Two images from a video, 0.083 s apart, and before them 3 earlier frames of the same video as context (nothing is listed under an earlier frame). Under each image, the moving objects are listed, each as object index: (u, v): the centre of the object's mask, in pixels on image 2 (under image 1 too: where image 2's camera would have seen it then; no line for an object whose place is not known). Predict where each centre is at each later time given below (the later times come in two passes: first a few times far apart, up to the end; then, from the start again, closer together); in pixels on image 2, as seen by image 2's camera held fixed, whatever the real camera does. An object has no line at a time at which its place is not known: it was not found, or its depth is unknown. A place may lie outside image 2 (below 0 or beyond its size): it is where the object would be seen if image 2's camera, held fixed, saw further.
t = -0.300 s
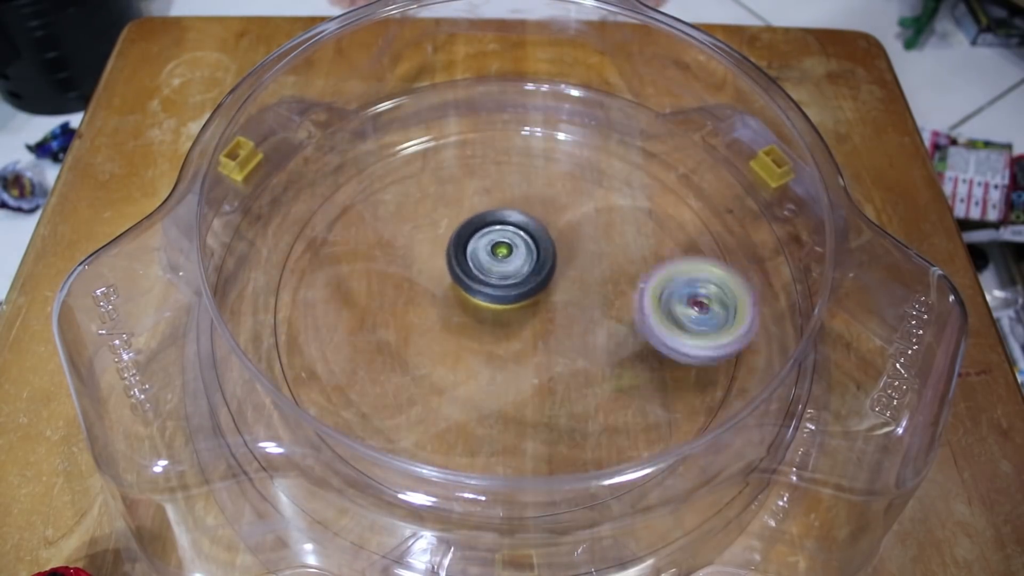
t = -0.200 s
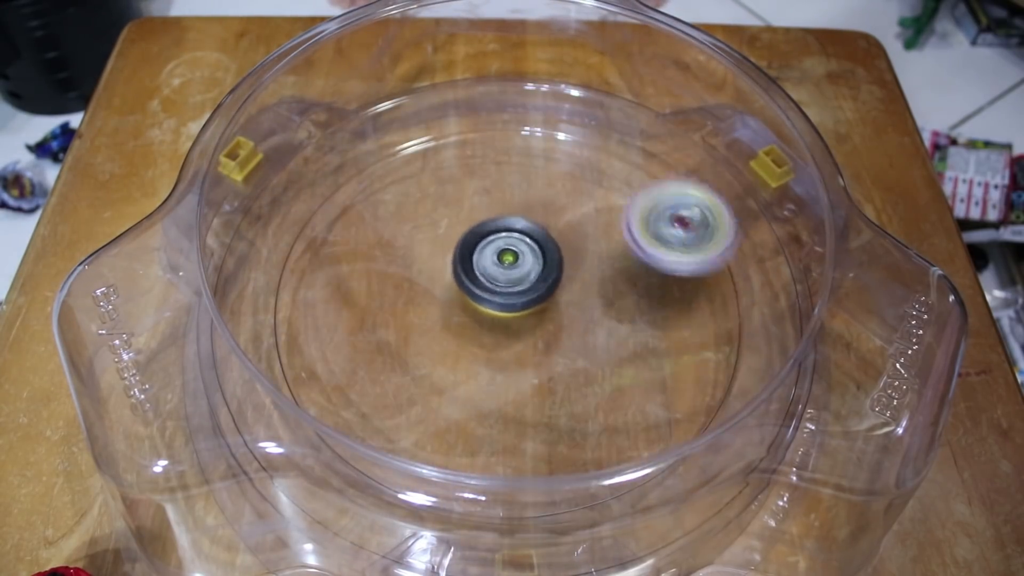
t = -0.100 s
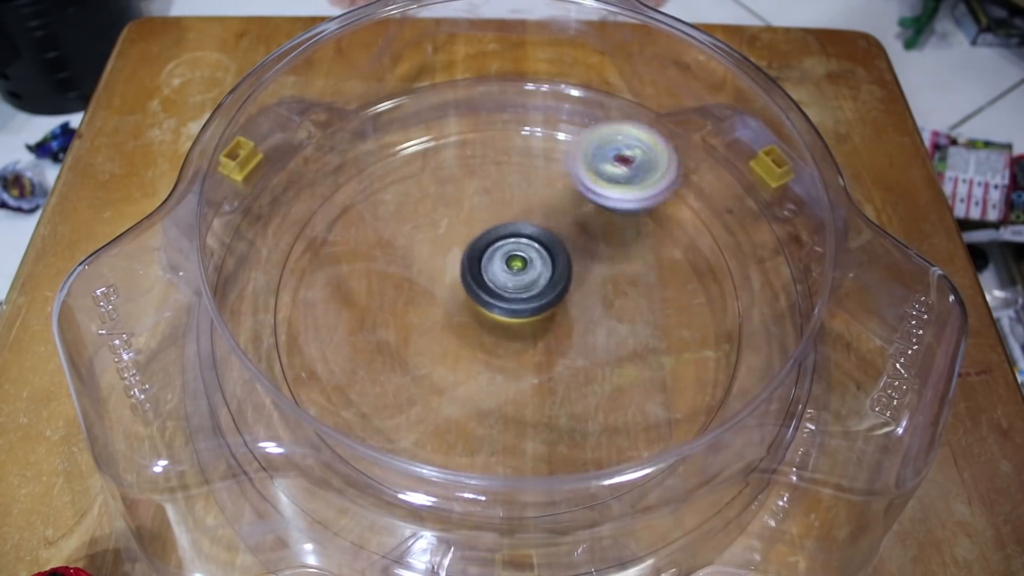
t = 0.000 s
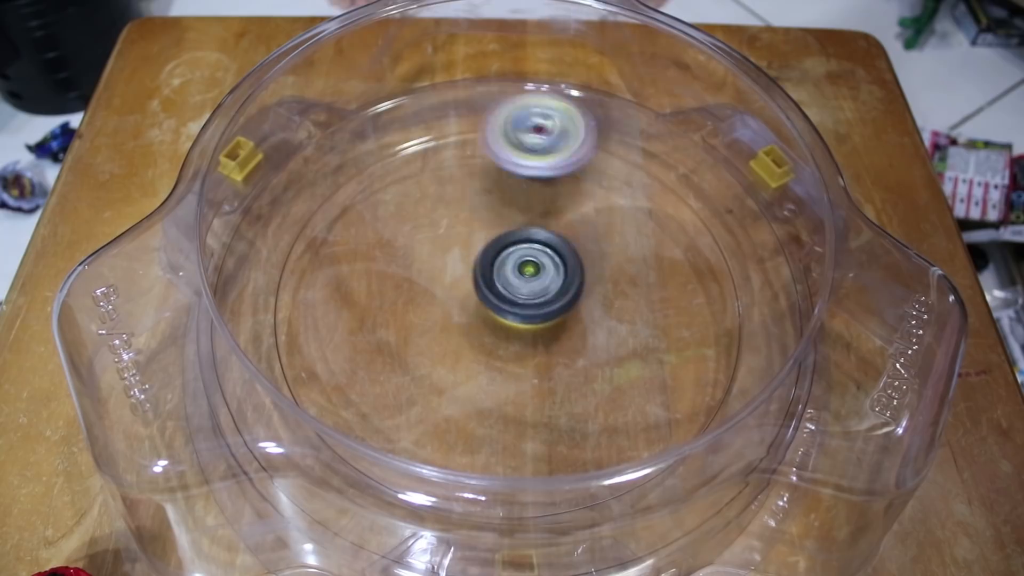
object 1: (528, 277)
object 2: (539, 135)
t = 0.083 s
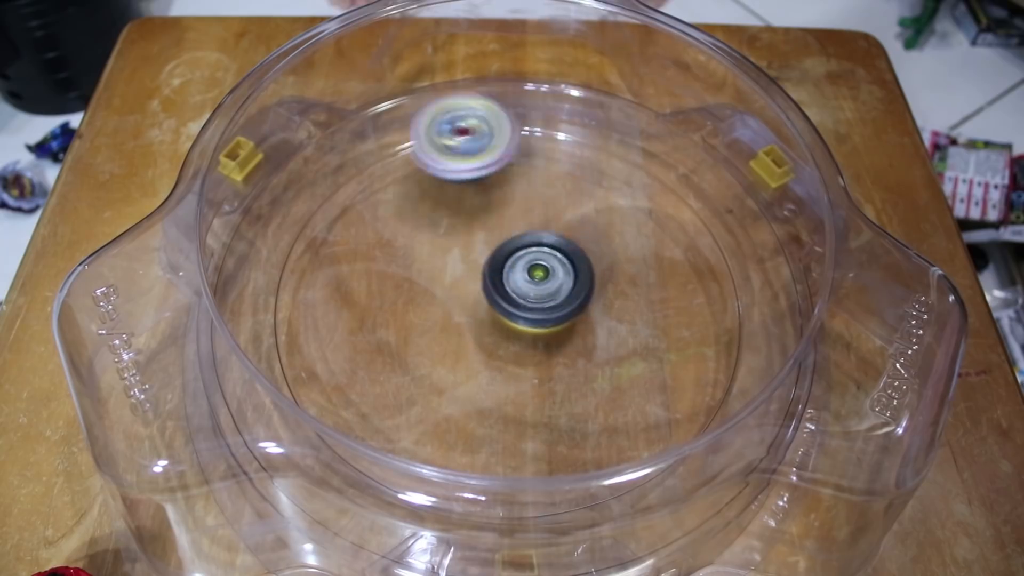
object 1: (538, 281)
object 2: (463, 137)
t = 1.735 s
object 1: (520, 295)
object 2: (419, 411)
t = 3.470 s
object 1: (547, 277)
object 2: (660, 226)
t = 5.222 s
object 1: (512, 255)
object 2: (383, 230)
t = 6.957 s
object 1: (517, 299)
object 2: (510, 400)
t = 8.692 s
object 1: (602, 373)
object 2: (494, 228)
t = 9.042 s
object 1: (602, 315)
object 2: (505, 241)
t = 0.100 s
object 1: (540, 281)
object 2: (448, 141)
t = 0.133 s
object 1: (543, 282)
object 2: (421, 151)
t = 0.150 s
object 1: (544, 282)
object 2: (408, 157)
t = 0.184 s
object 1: (547, 283)
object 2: (385, 173)
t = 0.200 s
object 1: (549, 283)
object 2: (373, 183)
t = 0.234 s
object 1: (551, 283)
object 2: (357, 204)
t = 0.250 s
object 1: (552, 283)
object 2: (348, 215)
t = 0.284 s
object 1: (554, 283)
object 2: (340, 239)
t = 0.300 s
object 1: (554, 282)
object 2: (338, 250)
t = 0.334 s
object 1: (555, 282)
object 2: (337, 276)
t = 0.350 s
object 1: (556, 281)
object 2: (340, 287)
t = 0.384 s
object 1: (557, 281)
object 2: (345, 311)
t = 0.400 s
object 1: (557, 281)
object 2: (351, 323)
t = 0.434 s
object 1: (556, 280)
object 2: (361, 347)
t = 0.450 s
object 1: (556, 280)
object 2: (367, 359)
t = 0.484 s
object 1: (555, 279)
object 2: (383, 383)
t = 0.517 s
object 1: (554, 279)
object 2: (404, 401)
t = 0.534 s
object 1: (553, 279)
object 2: (418, 410)
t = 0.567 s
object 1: (550, 278)
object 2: (450, 422)
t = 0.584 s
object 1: (549, 278)
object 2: (467, 426)
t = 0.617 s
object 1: (546, 279)
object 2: (504, 431)
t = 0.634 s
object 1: (545, 279)
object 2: (523, 438)
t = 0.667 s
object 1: (542, 281)
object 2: (560, 430)
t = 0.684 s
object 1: (540, 282)
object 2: (577, 427)
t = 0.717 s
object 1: (538, 284)
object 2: (612, 418)
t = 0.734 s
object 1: (536, 285)
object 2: (627, 411)
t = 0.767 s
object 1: (534, 287)
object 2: (656, 395)
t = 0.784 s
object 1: (533, 289)
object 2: (666, 383)
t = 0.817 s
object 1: (530, 291)
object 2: (684, 360)
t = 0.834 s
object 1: (529, 293)
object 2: (690, 346)
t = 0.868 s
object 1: (527, 297)
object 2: (700, 320)
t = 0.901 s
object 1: (526, 301)
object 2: (702, 293)
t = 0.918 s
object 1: (524, 303)
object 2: (701, 280)
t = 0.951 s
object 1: (523, 306)
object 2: (694, 255)
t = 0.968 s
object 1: (522, 307)
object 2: (690, 242)
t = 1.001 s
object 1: (520, 311)
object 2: (676, 220)
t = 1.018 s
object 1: (520, 312)
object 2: (669, 209)
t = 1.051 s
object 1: (519, 314)
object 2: (649, 190)
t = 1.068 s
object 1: (519, 316)
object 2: (639, 181)
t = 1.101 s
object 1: (520, 318)
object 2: (615, 168)
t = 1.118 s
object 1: (520, 319)
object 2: (603, 161)
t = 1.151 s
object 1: (521, 322)
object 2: (574, 152)
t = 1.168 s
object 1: (521, 322)
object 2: (560, 148)
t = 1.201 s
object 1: (523, 323)
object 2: (529, 145)
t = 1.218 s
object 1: (523, 324)
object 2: (516, 144)
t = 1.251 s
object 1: (524, 324)
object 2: (486, 147)
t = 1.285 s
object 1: (526, 324)
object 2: (459, 153)
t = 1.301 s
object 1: (526, 324)
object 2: (446, 157)
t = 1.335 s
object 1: (528, 323)
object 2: (419, 168)
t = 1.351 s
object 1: (529, 323)
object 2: (407, 175)
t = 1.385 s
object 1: (530, 321)
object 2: (385, 192)
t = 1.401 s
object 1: (530, 320)
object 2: (376, 200)
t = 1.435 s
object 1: (531, 318)
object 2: (360, 220)
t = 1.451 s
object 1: (531, 317)
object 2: (354, 231)
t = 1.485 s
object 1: (531, 314)
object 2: (348, 253)
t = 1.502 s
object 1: (531, 313)
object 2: (347, 265)
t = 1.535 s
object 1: (531, 310)
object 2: (347, 287)
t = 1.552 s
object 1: (530, 309)
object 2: (349, 299)
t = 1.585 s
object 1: (529, 306)
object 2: (354, 320)
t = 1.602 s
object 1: (528, 305)
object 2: (357, 332)
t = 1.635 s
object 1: (527, 302)
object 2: (365, 353)
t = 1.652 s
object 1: (526, 301)
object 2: (371, 366)
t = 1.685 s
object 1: (523, 298)
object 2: (384, 386)
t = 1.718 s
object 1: (521, 296)
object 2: (407, 405)
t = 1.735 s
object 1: (520, 295)
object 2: (419, 411)
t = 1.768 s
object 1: (518, 293)
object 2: (447, 423)
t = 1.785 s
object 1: (517, 292)
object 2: (464, 426)
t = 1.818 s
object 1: (515, 291)
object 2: (497, 431)
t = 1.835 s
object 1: (515, 289)
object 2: (514, 432)
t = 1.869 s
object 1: (514, 287)
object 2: (548, 431)
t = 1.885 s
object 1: (513, 286)
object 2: (565, 428)
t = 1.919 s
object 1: (513, 283)
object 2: (597, 420)
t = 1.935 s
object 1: (512, 282)
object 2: (610, 415)
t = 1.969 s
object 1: (512, 279)
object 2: (636, 400)
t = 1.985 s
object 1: (512, 278)
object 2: (647, 391)
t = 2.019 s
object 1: (512, 275)
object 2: (665, 368)
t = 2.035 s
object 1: (512, 273)
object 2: (671, 357)
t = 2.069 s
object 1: (512, 271)
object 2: (680, 331)
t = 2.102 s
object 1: (512, 268)
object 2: (684, 306)
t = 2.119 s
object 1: (512, 267)
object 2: (683, 294)
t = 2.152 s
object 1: (511, 264)
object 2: (681, 271)
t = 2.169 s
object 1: (511, 263)
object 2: (676, 259)
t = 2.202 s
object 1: (510, 261)
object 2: (667, 236)
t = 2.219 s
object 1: (509, 260)
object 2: (660, 227)
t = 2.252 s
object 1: (507, 258)
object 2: (644, 206)
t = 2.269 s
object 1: (506, 258)
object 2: (635, 198)
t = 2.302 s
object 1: (505, 256)
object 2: (616, 181)
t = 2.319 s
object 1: (504, 256)
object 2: (604, 175)
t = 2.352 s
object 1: (502, 255)
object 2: (580, 163)
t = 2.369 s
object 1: (501, 255)
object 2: (567, 159)
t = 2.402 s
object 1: (500, 255)
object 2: (539, 152)
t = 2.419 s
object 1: (499, 255)
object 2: (526, 150)
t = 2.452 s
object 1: (497, 256)
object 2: (498, 150)
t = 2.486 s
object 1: (497, 257)
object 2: (473, 152)
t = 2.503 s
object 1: (497, 258)
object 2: (460, 155)
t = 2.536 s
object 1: (497, 260)
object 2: (436, 162)
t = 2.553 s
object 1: (497, 261)
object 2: (423, 168)
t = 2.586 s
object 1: (497, 263)
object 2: (401, 179)
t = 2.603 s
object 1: (498, 264)
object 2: (392, 187)
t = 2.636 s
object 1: (500, 267)
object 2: (374, 202)
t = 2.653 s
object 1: (500, 268)
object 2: (368, 212)
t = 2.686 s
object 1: (502, 269)
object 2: (356, 230)
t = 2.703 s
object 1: (504, 270)
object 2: (354, 241)
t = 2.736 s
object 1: (507, 272)
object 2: (351, 261)
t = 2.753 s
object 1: (509, 273)
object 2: (353, 272)
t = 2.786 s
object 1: (512, 274)
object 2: (356, 292)
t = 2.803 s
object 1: (514, 275)
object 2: (359, 302)
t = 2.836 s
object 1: (517, 276)
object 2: (365, 323)
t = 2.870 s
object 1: (521, 277)
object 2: (376, 344)
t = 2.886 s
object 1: (523, 277)
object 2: (383, 355)
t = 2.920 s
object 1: (526, 279)
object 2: (396, 375)
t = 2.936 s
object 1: (528, 279)
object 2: (406, 385)
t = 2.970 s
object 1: (532, 280)
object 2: (426, 401)
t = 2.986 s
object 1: (534, 281)
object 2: (440, 407)
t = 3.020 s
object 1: (537, 282)
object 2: (467, 416)
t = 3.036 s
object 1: (539, 282)
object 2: (483, 417)
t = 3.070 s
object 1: (541, 282)
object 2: (513, 422)
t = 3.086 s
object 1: (542, 283)
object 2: (528, 421)
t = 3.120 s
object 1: (545, 283)
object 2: (559, 419)
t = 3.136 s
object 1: (546, 283)
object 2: (572, 415)
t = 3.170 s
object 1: (548, 283)
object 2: (601, 405)
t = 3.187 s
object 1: (549, 282)
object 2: (613, 398)
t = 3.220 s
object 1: (550, 282)
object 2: (636, 381)
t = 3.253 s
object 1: (552, 281)
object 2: (654, 362)
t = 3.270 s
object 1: (552, 281)
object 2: (660, 352)
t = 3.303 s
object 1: (553, 280)
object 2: (670, 330)
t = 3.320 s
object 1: (553, 280)
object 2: (674, 321)
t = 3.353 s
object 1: (553, 279)
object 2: (678, 298)
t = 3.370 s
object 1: (553, 279)
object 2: (679, 287)
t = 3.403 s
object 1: (552, 278)
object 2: (676, 267)
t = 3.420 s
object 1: (551, 277)
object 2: (673, 255)
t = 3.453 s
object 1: (549, 277)
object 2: (665, 235)
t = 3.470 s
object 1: (547, 277)
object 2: (660, 226)
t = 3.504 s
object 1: (545, 277)
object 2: (646, 208)
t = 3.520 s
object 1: (543, 278)
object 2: (638, 200)
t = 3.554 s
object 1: (541, 279)
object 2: (620, 185)
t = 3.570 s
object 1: (540, 279)
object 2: (610, 179)
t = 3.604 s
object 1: (538, 281)
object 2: (588, 169)
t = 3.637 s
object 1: (536, 282)
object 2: (565, 162)
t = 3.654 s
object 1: (534, 283)
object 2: (551, 159)
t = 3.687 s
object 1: (533, 285)
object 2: (526, 157)
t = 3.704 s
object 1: (531, 286)
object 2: (514, 157)
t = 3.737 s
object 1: (529, 289)
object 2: (490, 159)
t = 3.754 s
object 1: (528, 290)
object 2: (479, 163)
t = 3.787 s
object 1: (526, 293)
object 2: (457, 169)
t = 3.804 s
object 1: (525, 295)
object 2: (446, 174)
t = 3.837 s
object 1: (523, 298)
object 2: (424, 184)
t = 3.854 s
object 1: (522, 300)
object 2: (416, 190)
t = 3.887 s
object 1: (520, 303)
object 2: (397, 206)
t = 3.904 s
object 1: (520, 304)
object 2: (391, 212)
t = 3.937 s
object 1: (518, 307)
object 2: (380, 231)
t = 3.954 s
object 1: (517, 308)
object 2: (375, 239)
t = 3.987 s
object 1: (517, 311)
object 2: (374, 259)
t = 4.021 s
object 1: (516, 314)
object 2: (374, 279)
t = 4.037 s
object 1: (516, 315)
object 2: (375, 288)
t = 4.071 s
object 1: (516, 317)
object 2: (380, 309)
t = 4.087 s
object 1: (517, 318)
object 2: (382, 318)
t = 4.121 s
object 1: (517, 320)
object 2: (391, 339)
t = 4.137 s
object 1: (518, 320)
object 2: (395, 349)
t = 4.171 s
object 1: (519, 321)
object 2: (406, 368)
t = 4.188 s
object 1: (520, 322)
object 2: (414, 379)
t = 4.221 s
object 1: (522, 322)
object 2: (431, 396)
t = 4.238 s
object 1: (523, 322)
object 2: (443, 403)
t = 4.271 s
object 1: (525, 321)
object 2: (469, 413)
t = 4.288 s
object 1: (526, 320)
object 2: (482, 417)
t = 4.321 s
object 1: (528, 319)
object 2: (508, 420)
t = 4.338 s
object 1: (528, 318)
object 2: (521, 420)
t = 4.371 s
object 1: (529, 316)
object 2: (550, 419)
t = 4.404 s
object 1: (530, 315)
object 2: (575, 414)
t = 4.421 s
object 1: (531, 314)
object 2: (587, 408)
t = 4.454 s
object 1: (532, 313)
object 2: (611, 396)
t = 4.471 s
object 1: (532, 312)
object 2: (620, 389)
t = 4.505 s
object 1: (533, 309)
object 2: (637, 373)
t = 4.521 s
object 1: (533, 308)
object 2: (645, 365)
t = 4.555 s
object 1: (533, 305)
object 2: (655, 345)
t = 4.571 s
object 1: (533, 304)
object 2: (661, 336)
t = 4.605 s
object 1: (532, 301)
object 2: (665, 317)
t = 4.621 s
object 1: (532, 299)
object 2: (667, 306)
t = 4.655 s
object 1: (531, 297)
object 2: (666, 286)
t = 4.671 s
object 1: (531, 295)
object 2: (664, 276)
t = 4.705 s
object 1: (530, 293)
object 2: (658, 257)
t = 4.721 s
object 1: (529, 291)
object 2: (653, 248)
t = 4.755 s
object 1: (529, 289)
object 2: (642, 230)
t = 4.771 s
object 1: (528, 288)
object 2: (636, 223)
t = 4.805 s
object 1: (527, 285)
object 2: (621, 208)
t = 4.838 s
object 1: (527, 282)
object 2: (604, 195)
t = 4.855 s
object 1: (527, 281)
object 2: (596, 191)
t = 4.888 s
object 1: (526, 278)
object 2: (575, 182)
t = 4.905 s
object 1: (526, 276)
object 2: (565, 177)
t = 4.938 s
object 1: (525, 273)
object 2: (543, 172)
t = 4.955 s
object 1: (525, 272)
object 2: (532, 170)
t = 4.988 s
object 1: (525, 269)
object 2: (510, 169)
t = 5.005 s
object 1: (524, 268)
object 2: (498, 170)
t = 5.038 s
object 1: (523, 265)
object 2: (476, 172)
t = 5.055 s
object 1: (522, 264)
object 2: (466, 175)
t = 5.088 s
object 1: (521, 262)
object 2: (446, 181)
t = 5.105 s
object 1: (520, 260)
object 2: (436, 185)
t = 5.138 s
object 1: (518, 258)
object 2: (416, 196)
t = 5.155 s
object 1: (516, 257)
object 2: (408, 200)
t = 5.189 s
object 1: (514, 256)
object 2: (395, 215)
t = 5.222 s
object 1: (512, 255)
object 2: (383, 230)
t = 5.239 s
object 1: (511, 254)
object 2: (381, 236)
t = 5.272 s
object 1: (509, 253)
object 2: (378, 255)
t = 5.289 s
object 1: (508, 253)
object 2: (376, 262)
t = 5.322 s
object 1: (506, 253)
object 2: (379, 279)
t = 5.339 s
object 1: (504, 254)
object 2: (381, 289)
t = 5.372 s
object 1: (503, 255)
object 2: (385, 306)
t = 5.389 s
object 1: (502, 255)
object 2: (389, 315)
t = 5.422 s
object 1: (501, 257)
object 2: (397, 332)
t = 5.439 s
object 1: (500, 258)
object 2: (404, 341)
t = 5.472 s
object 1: (500, 260)
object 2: (413, 359)
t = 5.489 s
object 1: (500, 261)
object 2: (418, 365)
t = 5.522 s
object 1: (500, 263)
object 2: (438, 381)
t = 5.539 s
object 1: (500, 264)
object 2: (446, 387)
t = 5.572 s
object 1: (501, 267)
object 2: (467, 394)
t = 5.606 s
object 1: (502, 269)
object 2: (491, 399)
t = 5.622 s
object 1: (503, 270)
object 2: (504, 402)
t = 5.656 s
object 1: (506, 273)
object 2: (528, 401)
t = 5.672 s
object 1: (507, 274)
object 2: (542, 401)
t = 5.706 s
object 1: (509, 276)
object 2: (565, 396)
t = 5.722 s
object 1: (511, 277)
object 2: (577, 390)
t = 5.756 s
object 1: (514, 279)
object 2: (598, 381)
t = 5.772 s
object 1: (515, 280)
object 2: (606, 374)
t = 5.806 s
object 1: (519, 283)
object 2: (622, 360)
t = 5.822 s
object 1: (520, 284)
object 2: (630, 353)
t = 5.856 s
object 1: (524, 287)
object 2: (640, 335)
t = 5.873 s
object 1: (525, 288)
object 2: (646, 326)
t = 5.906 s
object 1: (528, 290)
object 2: (651, 309)
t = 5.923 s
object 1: (530, 291)
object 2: (652, 299)
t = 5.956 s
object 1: (532, 293)
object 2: (653, 281)
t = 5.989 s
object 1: (535, 295)
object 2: (651, 264)
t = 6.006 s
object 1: (536, 295)
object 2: (647, 255)
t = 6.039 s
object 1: (539, 296)
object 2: (640, 238)
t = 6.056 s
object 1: (540, 297)
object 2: (636, 233)
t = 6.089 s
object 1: (542, 298)
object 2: (624, 218)
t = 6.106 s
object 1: (543, 298)
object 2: (618, 211)
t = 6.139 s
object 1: (546, 298)
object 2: (604, 200)
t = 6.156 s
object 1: (547, 298)
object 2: (595, 195)
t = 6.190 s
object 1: (549, 298)
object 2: (578, 187)
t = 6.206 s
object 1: (549, 297)
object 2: (568, 184)
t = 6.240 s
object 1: (551, 297)
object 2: (549, 179)
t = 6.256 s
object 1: (551, 296)
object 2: (540, 178)
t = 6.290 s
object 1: (552, 296)
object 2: (521, 177)
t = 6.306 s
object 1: (552, 295)
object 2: (511, 177)
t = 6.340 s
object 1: (552, 294)
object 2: (491, 179)
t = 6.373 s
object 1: (552, 293)
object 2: (474, 185)
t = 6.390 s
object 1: (551, 293)
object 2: (463, 188)
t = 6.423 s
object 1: (550, 292)
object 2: (447, 195)
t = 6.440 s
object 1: (549, 291)
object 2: (439, 201)
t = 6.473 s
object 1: (548, 291)
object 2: (424, 211)
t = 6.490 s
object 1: (547, 290)
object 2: (419, 219)
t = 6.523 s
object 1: (545, 290)
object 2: (409, 232)
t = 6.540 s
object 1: (543, 290)
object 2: (405, 237)
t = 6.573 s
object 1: (541, 290)
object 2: (403, 254)
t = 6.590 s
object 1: (540, 290)
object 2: (401, 262)
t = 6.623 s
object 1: (537, 290)
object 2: (402, 278)
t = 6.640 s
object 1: (536, 291)
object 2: (404, 287)
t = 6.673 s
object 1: (533, 291)
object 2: (408, 303)
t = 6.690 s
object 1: (532, 292)
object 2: (413, 310)
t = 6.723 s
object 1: (530, 293)
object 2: (419, 328)
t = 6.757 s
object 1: (528, 294)
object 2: (425, 344)
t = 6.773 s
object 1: (526, 295)
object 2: (427, 349)
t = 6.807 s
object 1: (525, 296)
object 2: (438, 363)
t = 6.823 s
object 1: (523, 297)
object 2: (442, 371)
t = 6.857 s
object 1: (522, 297)
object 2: (456, 381)
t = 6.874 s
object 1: (521, 298)
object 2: (466, 387)
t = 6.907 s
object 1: (519, 298)
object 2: (482, 394)
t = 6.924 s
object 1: (519, 298)
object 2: (489, 395)
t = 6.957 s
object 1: (517, 299)
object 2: (510, 400)
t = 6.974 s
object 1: (517, 300)
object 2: (518, 403)
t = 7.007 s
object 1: (515, 301)
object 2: (538, 402)
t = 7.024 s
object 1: (515, 302)
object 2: (549, 402)
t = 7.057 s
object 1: (515, 303)
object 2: (566, 399)
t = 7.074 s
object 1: (515, 303)
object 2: (573, 393)
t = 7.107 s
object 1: (515, 304)
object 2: (590, 386)
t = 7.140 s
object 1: (515, 304)
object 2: (606, 376)
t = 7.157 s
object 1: (515, 304)
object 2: (610, 371)
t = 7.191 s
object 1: (516, 305)
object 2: (620, 357)
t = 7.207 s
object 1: (516, 305)
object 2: (625, 351)
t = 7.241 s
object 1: (517, 304)
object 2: (632, 338)
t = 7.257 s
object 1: (517, 304)
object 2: (634, 331)
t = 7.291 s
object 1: (517, 303)
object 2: (639, 317)
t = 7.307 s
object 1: (517, 302)
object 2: (640, 312)
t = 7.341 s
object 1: (517, 301)
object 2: (640, 298)
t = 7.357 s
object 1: (517, 301)
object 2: (641, 290)
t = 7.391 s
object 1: (518, 300)
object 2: (638, 276)
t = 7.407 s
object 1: (518, 299)
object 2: (634, 270)
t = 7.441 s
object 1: (518, 298)
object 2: (628, 257)
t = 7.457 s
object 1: (518, 297)
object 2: (625, 253)
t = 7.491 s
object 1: (519, 296)
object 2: (615, 242)
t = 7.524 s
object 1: (518, 296)
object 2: (605, 232)
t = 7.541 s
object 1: (516, 296)
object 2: (604, 225)
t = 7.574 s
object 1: (511, 297)
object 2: (601, 208)
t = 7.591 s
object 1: (508, 298)
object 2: (597, 202)
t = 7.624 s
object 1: (506, 298)
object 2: (587, 189)
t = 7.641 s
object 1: (505, 297)
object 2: (584, 184)
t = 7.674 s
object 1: (503, 297)
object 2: (573, 178)
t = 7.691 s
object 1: (503, 297)
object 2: (566, 175)
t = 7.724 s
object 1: (501, 297)
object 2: (554, 172)
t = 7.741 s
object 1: (501, 296)
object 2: (549, 171)
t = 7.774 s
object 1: (500, 296)
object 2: (536, 172)
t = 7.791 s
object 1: (500, 296)
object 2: (530, 171)
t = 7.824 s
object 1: (499, 295)
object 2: (517, 174)
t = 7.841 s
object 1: (498, 295)
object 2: (512, 177)
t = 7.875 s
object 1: (499, 294)
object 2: (501, 182)
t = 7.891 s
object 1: (499, 294)
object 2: (496, 184)
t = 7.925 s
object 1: (499, 293)
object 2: (487, 191)
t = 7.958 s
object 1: (499, 296)
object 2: (480, 197)
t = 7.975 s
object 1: (497, 303)
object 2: (477, 193)
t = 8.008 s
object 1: (493, 324)
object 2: (472, 179)
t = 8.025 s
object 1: (494, 331)
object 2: (469, 173)
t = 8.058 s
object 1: (495, 342)
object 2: (464, 167)
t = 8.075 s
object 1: (497, 347)
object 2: (460, 167)
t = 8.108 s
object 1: (501, 356)
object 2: (454, 165)
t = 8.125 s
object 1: (504, 360)
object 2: (452, 164)
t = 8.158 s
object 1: (508, 368)
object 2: (446, 164)
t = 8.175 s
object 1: (511, 371)
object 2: (443, 166)
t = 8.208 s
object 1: (517, 376)
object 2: (438, 168)
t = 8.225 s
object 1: (520, 378)
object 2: (436, 168)
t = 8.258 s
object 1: (526, 382)
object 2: (433, 173)
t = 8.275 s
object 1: (529, 383)
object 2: (432, 178)
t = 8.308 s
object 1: (535, 384)
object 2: (431, 186)
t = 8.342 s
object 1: (541, 384)
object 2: (431, 195)
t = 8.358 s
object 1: (544, 384)
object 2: (431, 198)
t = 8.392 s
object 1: (549, 382)
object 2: (434, 208)
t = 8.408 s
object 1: (552, 380)
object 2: (438, 215)
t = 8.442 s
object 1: (556, 377)
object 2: (444, 226)
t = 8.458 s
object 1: (558, 374)
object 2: (446, 229)
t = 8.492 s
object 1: (561, 369)
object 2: (455, 241)
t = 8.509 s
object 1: (562, 366)
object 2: (462, 248)
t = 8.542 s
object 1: (565, 359)
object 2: (473, 260)
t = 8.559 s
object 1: (566, 355)
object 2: (477, 263)
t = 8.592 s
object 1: (571, 353)
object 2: (488, 269)
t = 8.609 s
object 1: (576, 360)
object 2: (490, 261)
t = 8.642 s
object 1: (588, 371)
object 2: (491, 244)
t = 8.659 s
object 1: (594, 374)
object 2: (491, 239)
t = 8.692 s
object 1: (602, 373)
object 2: (494, 228)
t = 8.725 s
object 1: (610, 372)
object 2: (495, 224)
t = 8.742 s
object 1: (613, 370)
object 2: (494, 221)
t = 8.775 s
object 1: (618, 366)
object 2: (495, 220)
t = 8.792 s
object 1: (620, 365)
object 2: (497, 221)
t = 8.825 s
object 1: (623, 359)
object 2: (498, 221)
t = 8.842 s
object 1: (623, 356)
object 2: (497, 223)
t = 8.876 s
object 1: (624, 351)
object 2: (498, 225)
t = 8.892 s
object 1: (623, 347)
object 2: (498, 225)
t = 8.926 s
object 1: (620, 341)
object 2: (498, 228)
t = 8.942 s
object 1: (619, 338)
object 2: (500, 231)
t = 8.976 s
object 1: (614, 329)
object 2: (502, 234)
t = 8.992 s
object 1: (612, 326)
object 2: (501, 236)
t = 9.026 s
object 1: (606, 319)
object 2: (503, 240)
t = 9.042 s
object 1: (602, 315)
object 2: (505, 241)
